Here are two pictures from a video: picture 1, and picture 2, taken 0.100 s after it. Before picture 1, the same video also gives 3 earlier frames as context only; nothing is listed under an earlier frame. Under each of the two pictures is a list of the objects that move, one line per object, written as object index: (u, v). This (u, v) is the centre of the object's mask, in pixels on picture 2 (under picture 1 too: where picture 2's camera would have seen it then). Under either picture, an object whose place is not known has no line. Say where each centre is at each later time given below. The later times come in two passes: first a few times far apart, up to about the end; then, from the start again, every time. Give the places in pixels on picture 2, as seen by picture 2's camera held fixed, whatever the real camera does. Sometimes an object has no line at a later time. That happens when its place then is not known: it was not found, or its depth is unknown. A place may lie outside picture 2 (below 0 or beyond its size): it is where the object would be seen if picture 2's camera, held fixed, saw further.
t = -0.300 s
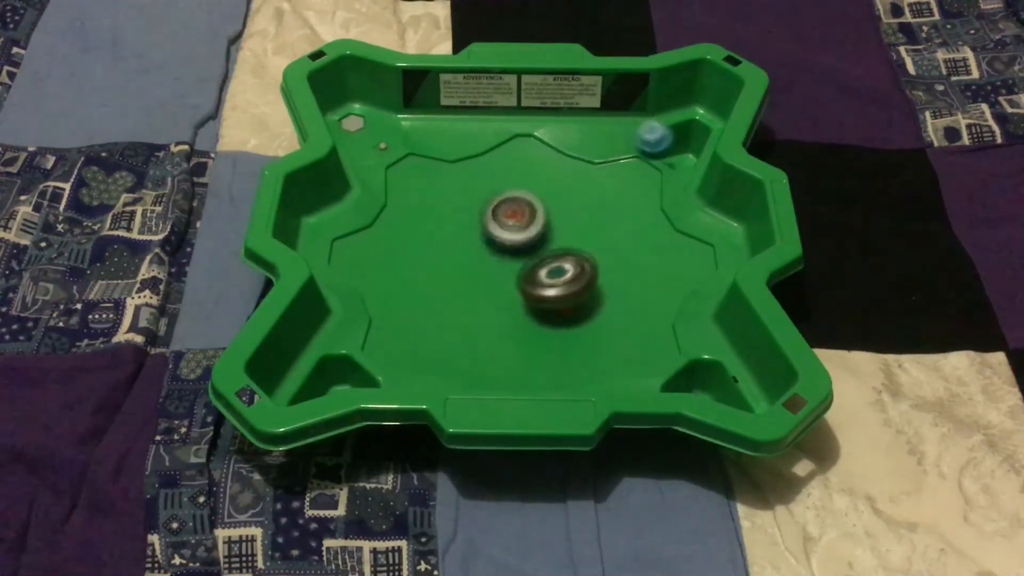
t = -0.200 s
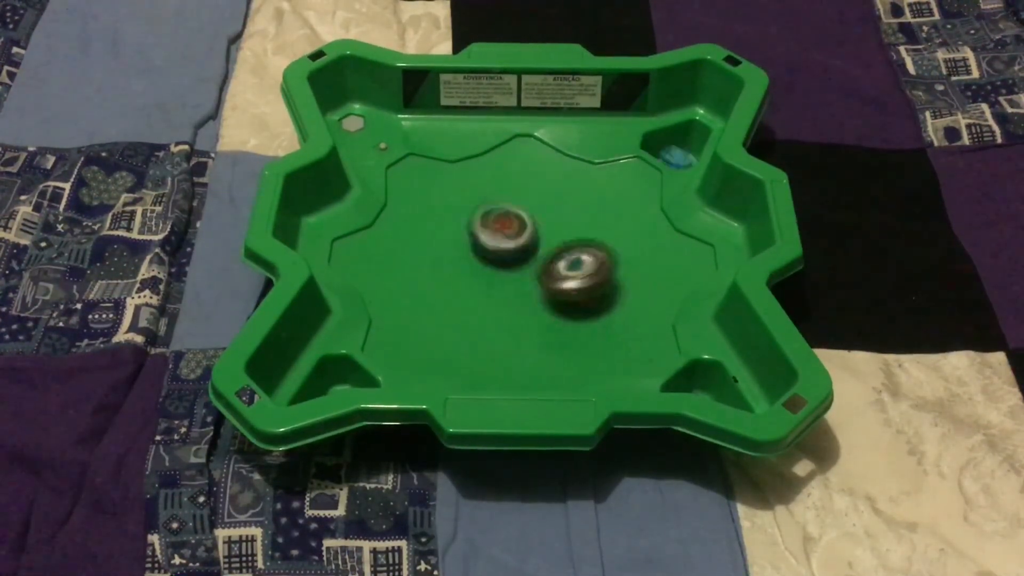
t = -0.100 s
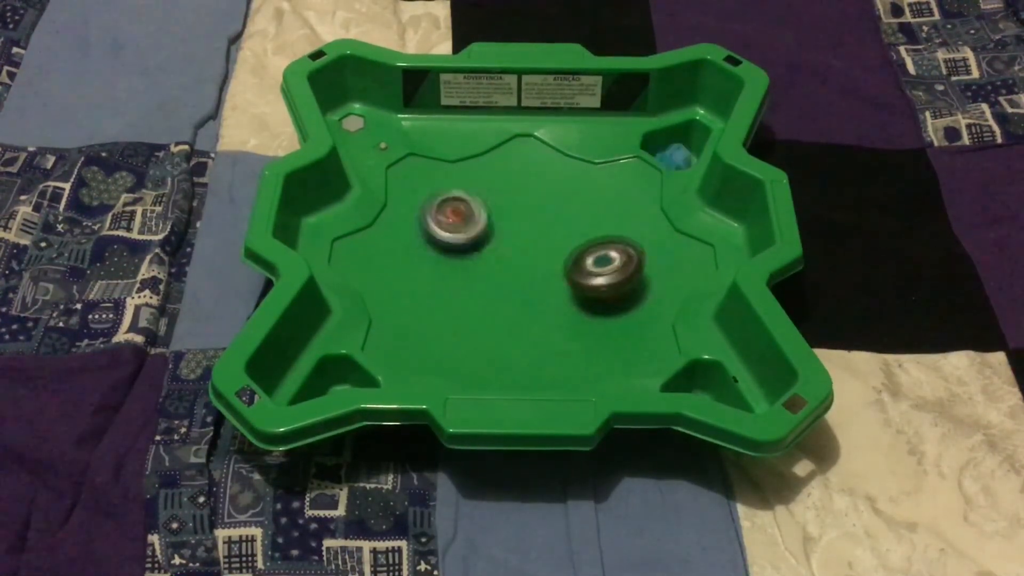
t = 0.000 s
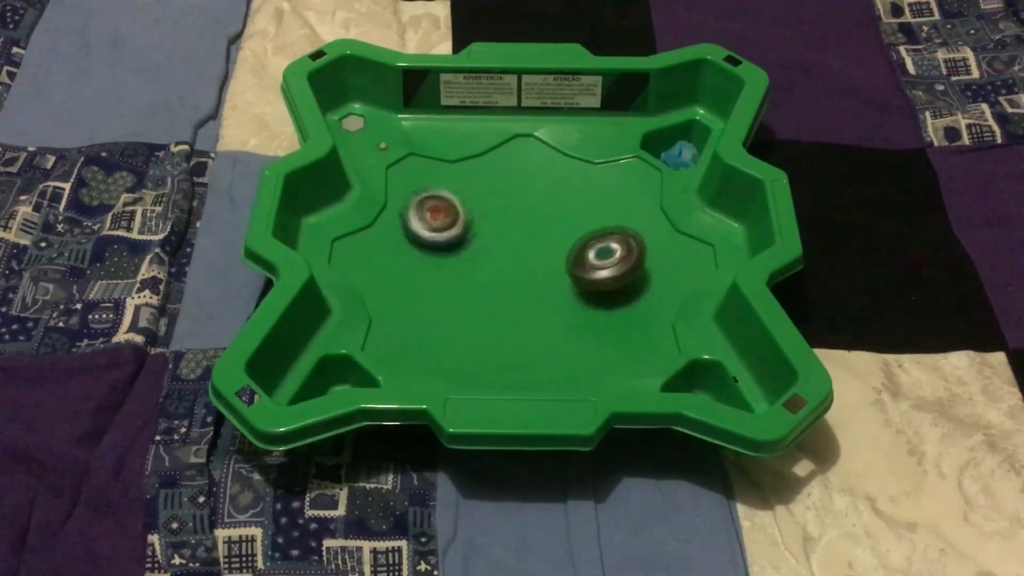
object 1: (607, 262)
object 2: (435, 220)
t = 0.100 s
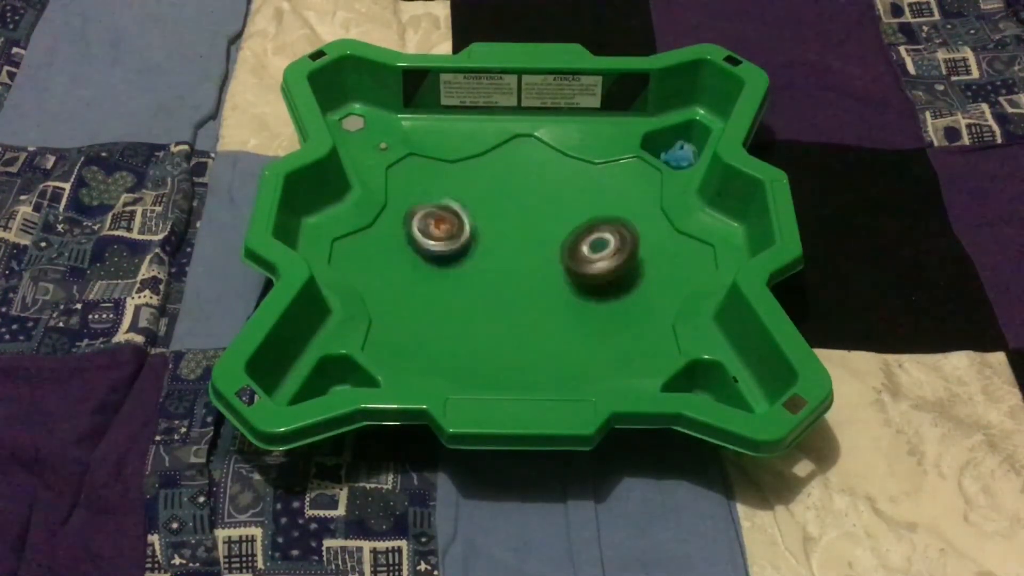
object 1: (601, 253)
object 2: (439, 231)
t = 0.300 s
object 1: (579, 238)
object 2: (490, 259)
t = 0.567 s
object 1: (571, 211)
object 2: (485, 268)
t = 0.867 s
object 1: (531, 214)
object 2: (484, 268)
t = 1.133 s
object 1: (515, 215)
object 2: (482, 275)
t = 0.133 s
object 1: (598, 250)
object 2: (443, 236)
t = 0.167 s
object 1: (595, 246)
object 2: (451, 239)
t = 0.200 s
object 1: (591, 244)
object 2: (462, 243)
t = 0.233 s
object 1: (588, 243)
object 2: (474, 250)
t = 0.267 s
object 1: (584, 240)
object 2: (483, 255)
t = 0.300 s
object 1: (579, 238)
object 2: (490, 259)
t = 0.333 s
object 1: (575, 234)
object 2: (498, 262)
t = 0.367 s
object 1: (571, 231)
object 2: (503, 262)
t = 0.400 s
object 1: (574, 226)
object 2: (498, 264)
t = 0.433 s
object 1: (577, 221)
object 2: (488, 267)
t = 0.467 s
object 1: (578, 217)
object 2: (485, 268)
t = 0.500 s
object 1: (577, 214)
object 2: (485, 268)
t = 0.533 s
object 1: (574, 213)
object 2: (485, 268)
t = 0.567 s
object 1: (571, 211)
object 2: (485, 268)
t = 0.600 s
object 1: (568, 211)
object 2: (485, 268)
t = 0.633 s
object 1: (564, 211)
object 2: (485, 268)
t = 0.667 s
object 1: (560, 211)
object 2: (485, 268)
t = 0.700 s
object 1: (555, 209)
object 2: (485, 268)
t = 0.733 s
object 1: (550, 212)
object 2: (485, 268)
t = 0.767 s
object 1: (546, 213)
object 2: (485, 268)
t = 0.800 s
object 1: (542, 214)
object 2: (485, 268)
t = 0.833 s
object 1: (536, 213)
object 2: (484, 268)
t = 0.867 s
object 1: (531, 214)
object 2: (484, 268)
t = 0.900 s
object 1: (527, 215)
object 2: (484, 268)
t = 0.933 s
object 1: (526, 214)
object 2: (483, 269)
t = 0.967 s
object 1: (524, 214)
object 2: (483, 271)
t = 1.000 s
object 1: (521, 214)
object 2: (483, 270)
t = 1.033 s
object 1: (519, 214)
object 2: (484, 272)
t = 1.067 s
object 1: (517, 215)
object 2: (484, 272)
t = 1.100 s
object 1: (516, 215)
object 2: (483, 273)
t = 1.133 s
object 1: (515, 215)
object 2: (482, 275)
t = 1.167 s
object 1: (513, 215)
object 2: (482, 274)
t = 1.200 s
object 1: (512, 215)
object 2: (482, 274)
